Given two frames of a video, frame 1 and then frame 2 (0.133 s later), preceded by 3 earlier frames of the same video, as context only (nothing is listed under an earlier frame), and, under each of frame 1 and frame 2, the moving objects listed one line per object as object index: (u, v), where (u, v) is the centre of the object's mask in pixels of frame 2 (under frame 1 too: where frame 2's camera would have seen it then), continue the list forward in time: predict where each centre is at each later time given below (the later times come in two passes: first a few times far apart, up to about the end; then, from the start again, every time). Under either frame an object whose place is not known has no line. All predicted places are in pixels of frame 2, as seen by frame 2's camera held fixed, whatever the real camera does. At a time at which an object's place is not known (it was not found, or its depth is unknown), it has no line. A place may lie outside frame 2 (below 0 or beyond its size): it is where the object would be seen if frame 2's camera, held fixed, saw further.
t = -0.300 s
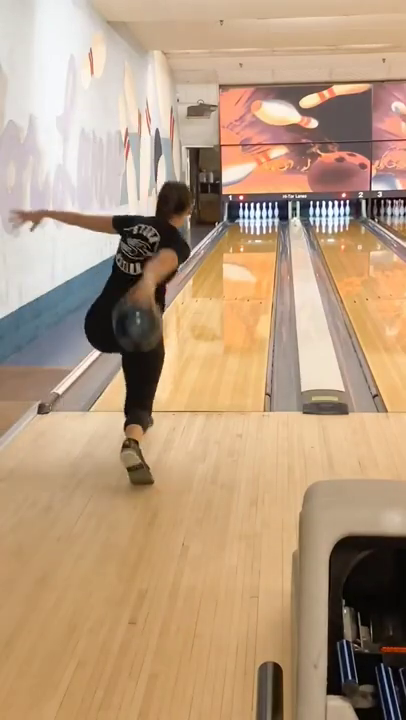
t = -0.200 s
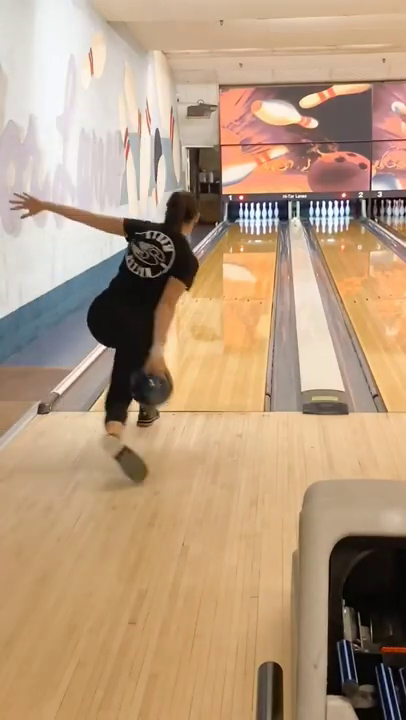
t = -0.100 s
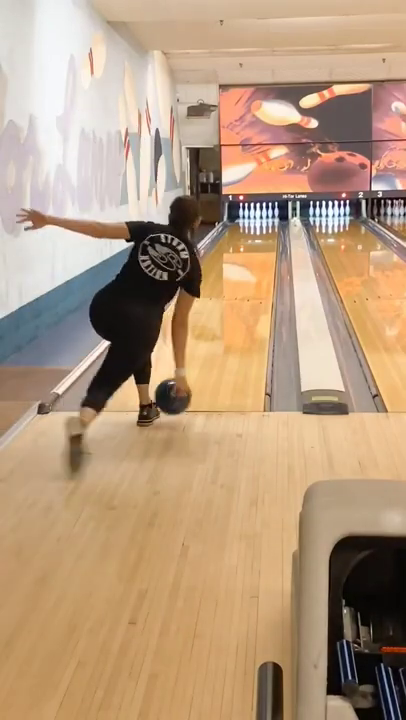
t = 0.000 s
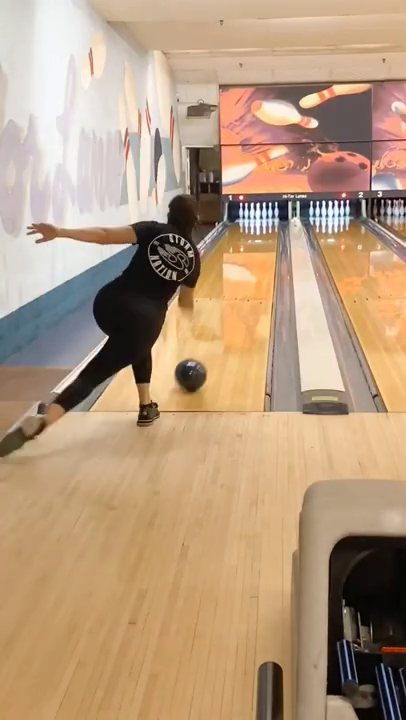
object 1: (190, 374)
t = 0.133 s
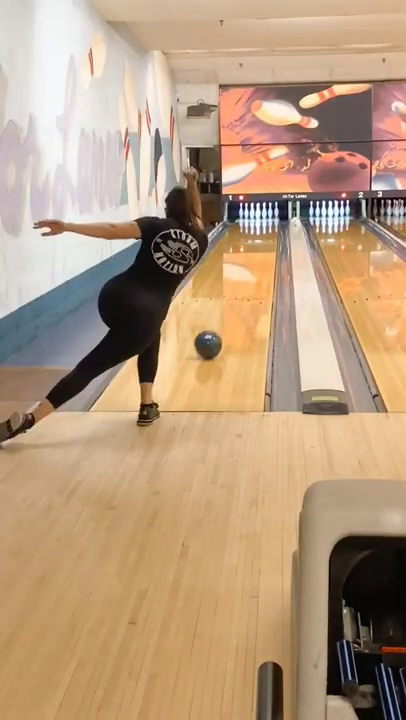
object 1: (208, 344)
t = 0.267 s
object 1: (221, 322)
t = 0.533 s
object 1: (239, 289)
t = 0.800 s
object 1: (251, 268)
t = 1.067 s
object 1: (258, 253)
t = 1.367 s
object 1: (264, 241)
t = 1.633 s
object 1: (268, 232)
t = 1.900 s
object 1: (269, 226)
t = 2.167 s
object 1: (266, 220)
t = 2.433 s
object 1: (261, 216)
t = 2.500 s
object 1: (261, 215)
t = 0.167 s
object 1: (211, 338)
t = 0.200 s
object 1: (215, 332)
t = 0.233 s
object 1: (218, 327)
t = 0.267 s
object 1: (221, 322)
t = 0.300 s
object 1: (224, 317)
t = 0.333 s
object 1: (226, 312)
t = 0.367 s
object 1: (228, 308)
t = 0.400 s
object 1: (231, 304)
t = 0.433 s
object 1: (233, 300)
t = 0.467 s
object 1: (235, 296)
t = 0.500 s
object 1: (237, 292)
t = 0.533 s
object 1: (239, 289)
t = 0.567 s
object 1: (241, 286)
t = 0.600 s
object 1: (242, 283)
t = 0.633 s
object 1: (243, 280)
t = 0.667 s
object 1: (245, 278)
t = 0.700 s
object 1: (247, 275)
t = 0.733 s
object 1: (248, 273)
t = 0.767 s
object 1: (249, 270)
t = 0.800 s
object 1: (251, 268)
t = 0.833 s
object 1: (252, 266)
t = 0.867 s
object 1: (253, 264)
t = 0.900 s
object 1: (254, 262)
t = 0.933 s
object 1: (255, 260)
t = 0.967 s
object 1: (256, 258)
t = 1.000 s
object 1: (257, 256)
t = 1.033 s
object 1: (257, 255)
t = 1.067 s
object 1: (258, 253)
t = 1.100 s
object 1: (259, 251)
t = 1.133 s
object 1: (260, 249)
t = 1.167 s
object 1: (261, 248)
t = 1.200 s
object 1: (262, 246)
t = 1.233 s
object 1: (262, 245)
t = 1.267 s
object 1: (263, 244)
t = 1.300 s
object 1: (263, 243)
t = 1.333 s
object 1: (264, 242)
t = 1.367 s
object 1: (264, 241)
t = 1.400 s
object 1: (265, 239)
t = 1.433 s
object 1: (265, 238)
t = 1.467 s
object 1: (266, 237)
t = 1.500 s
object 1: (266, 236)
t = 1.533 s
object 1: (266, 235)
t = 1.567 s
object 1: (267, 233)
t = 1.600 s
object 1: (268, 232)
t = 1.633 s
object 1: (268, 232)
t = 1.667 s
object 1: (268, 231)
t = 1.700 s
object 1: (268, 230)
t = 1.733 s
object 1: (268, 228)
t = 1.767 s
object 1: (268, 227)
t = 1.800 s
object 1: (269, 227)
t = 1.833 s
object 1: (268, 227)
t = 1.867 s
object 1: (268, 226)
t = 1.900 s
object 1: (269, 226)
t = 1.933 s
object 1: (269, 224)
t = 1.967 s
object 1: (269, 224)
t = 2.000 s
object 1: (269, 223)
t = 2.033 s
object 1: (269, 223)
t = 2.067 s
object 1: (268, 222)
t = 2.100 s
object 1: (267, 221)
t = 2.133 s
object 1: (267, 221)
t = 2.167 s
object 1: (266, 220)
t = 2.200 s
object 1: (266, 220)
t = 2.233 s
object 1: (265, 219)
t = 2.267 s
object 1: (264, 218)
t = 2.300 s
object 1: (264, 218)
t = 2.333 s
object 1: (263, 218)
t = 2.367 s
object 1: (263, 217)
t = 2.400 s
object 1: (263, 217)
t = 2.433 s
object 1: (261, 216)
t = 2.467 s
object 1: (261, 215)
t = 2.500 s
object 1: (261, 215)
